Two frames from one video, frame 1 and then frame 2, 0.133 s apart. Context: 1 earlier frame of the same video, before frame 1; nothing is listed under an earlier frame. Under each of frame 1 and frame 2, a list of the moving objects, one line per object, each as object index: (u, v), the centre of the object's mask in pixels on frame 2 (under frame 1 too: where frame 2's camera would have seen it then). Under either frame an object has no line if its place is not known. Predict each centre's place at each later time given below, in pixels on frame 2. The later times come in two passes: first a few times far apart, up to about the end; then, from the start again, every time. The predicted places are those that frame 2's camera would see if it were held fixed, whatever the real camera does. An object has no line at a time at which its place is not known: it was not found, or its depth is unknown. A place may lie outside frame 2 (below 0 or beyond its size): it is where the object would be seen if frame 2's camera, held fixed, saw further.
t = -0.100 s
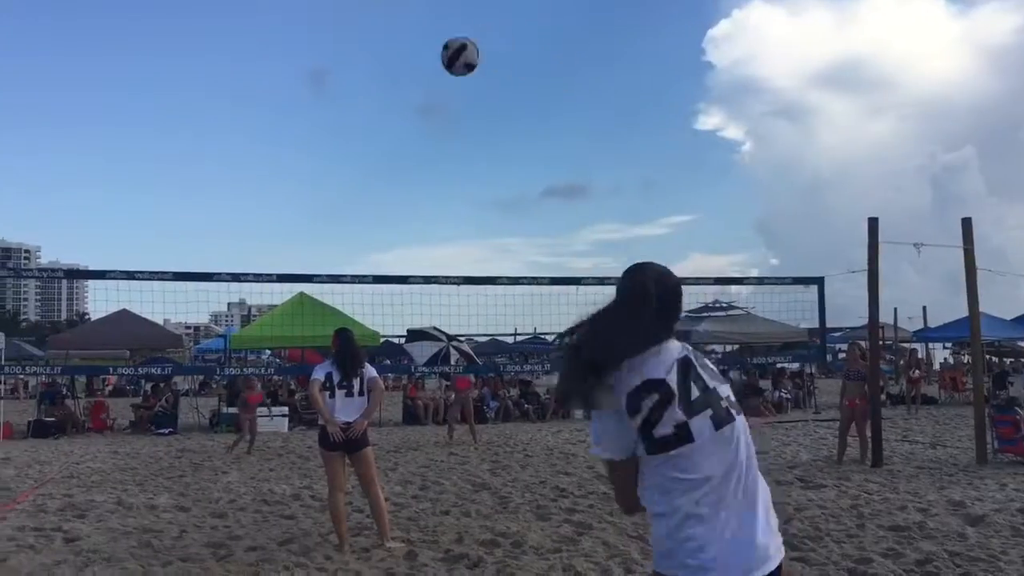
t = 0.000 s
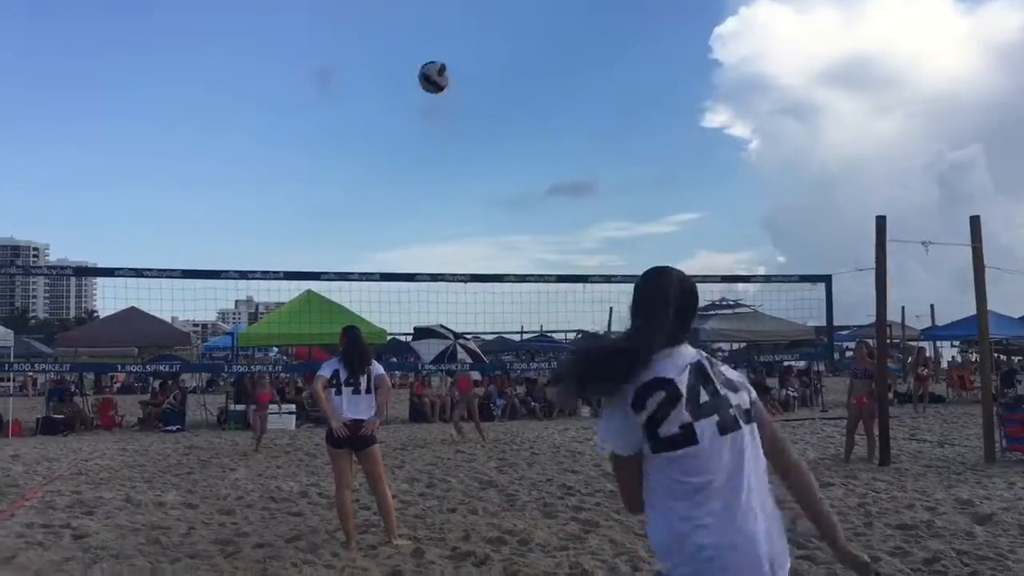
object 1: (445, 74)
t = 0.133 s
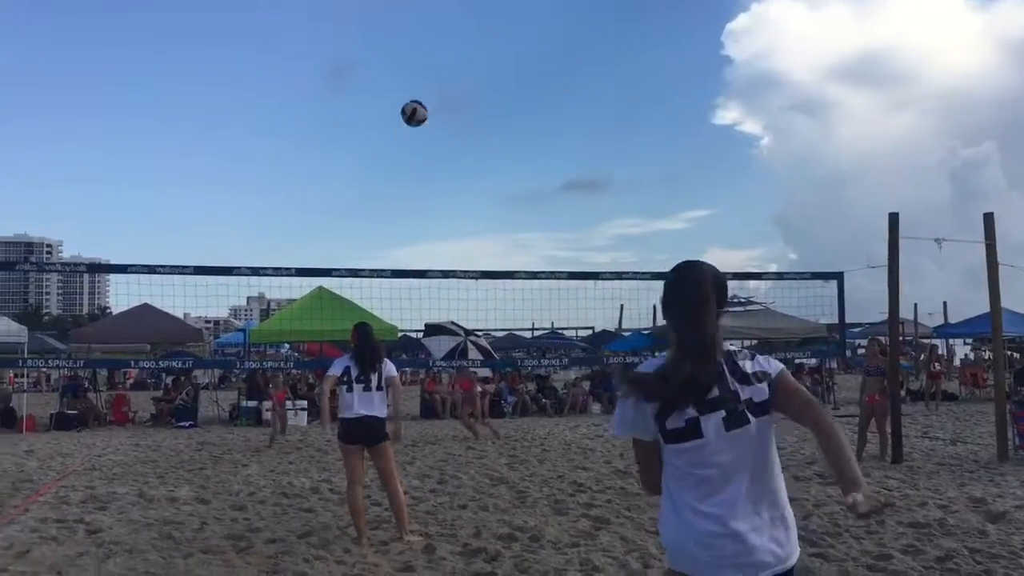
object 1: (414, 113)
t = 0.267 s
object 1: (393, 156)
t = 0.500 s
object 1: (372, 240)
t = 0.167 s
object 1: (408, 123)
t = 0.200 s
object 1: (402, 134)
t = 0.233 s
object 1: (397, 144)
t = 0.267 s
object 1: (393, 156)
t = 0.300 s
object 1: (390, 167)
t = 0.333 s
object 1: (387, 179)
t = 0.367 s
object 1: (383, 190)
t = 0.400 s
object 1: (381, 203)
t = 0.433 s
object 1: (378, 215)
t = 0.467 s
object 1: (375, 228)
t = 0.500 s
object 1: (372, 240)
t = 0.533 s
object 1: (370, 253)
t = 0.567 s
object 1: (367, 264)
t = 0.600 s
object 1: (365, 282)
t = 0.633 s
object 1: (364, 293)
